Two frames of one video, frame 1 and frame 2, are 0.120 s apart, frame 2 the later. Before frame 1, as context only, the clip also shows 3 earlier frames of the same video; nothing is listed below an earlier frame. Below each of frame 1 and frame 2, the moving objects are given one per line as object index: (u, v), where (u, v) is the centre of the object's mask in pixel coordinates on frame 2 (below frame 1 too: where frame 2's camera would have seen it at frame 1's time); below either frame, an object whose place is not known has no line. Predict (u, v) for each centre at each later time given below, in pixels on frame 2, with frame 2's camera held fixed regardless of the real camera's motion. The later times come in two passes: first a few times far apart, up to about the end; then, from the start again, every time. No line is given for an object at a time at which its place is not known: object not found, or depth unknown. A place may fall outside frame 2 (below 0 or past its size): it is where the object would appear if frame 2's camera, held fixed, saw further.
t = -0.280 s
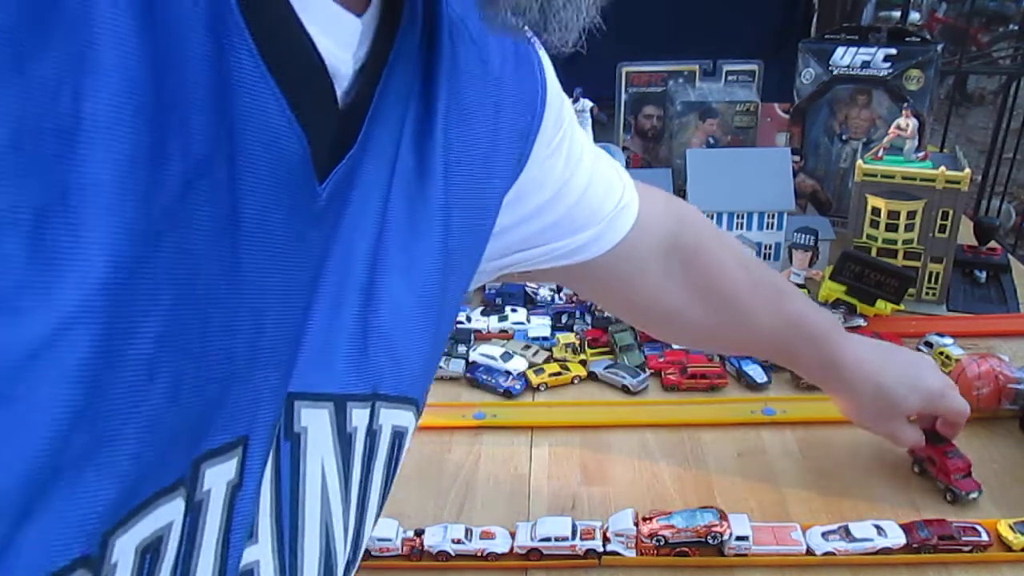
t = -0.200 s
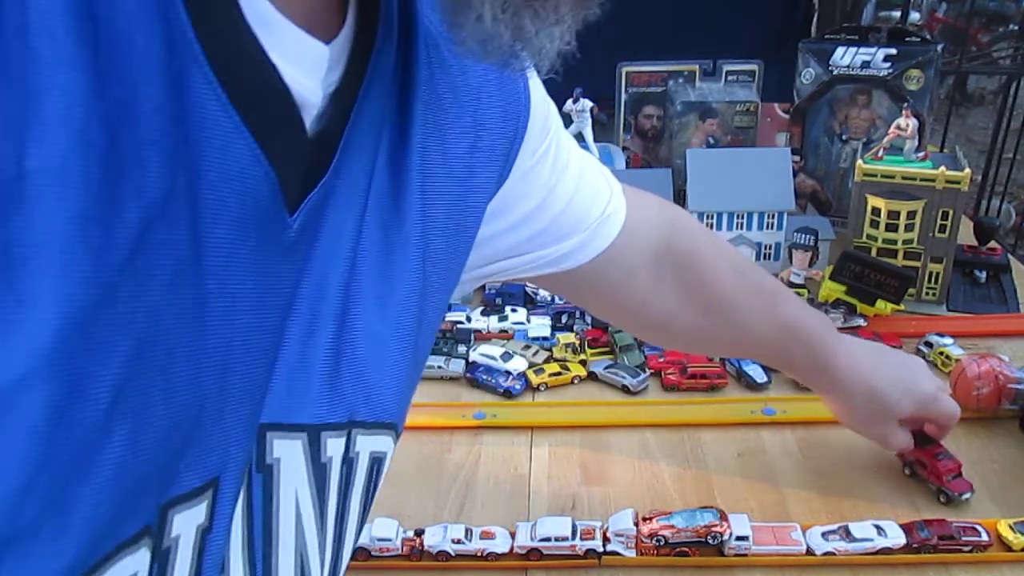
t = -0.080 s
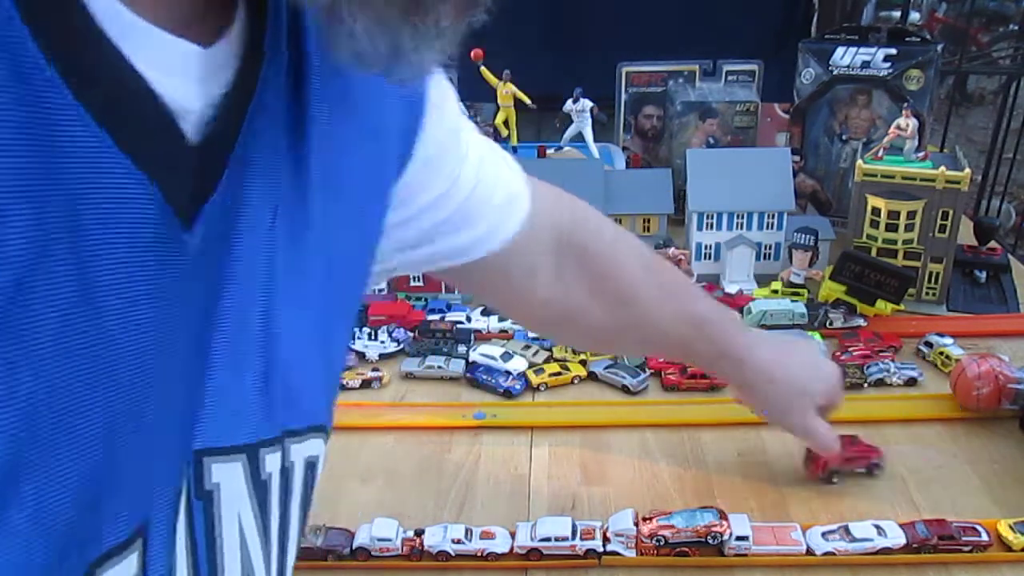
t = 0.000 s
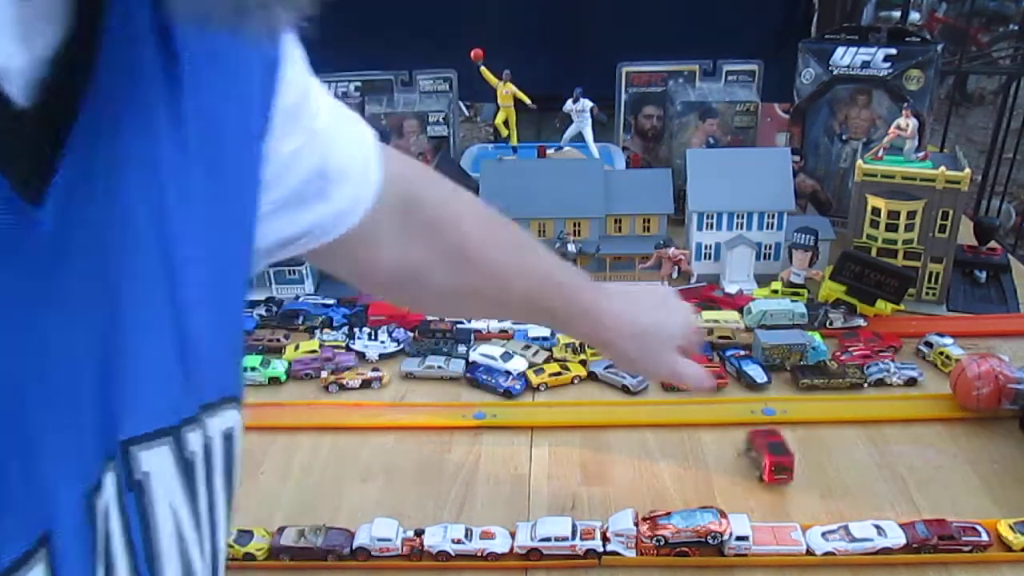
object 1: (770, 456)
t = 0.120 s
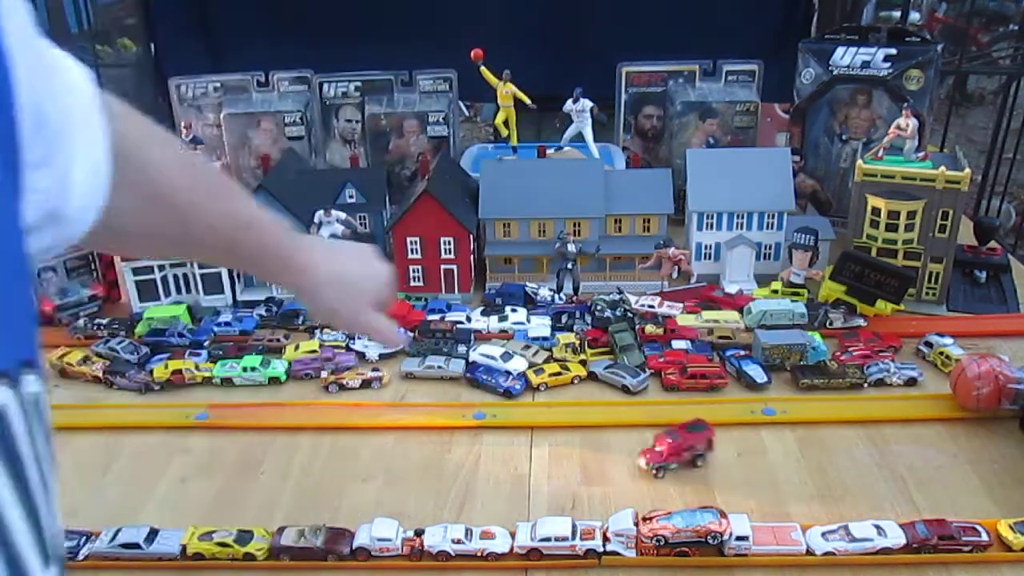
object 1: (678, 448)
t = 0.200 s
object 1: (624, 450)
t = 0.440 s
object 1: (513, 453)
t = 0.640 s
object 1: (447, 464)
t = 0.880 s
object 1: (383, 479)
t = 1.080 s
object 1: (347, 489)
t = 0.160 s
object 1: (649, 447)
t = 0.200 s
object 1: (624, 450)
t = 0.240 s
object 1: (601, 452)
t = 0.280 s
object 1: (580, 452)
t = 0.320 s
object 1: (562, 453)
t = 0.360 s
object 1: (545, 453)
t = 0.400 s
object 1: (529, 453)
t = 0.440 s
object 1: (513, 453)
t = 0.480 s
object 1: (498, 454)
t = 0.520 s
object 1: (484, 456)
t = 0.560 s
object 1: (471, 459)
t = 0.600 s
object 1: (459, 462)
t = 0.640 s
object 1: (447, 464)
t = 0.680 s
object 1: (435, 467)
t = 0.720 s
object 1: (424, 470)
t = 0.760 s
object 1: (414, 472)
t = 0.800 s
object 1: (403, 475)
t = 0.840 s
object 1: (393, 477)
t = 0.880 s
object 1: (383, 479)
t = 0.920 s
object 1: (375, 482)
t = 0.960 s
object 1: (367, 483)
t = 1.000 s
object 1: (360, 485)
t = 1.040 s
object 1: (353, 487)
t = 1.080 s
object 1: (347, 489)
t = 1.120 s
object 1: (341, 490)
